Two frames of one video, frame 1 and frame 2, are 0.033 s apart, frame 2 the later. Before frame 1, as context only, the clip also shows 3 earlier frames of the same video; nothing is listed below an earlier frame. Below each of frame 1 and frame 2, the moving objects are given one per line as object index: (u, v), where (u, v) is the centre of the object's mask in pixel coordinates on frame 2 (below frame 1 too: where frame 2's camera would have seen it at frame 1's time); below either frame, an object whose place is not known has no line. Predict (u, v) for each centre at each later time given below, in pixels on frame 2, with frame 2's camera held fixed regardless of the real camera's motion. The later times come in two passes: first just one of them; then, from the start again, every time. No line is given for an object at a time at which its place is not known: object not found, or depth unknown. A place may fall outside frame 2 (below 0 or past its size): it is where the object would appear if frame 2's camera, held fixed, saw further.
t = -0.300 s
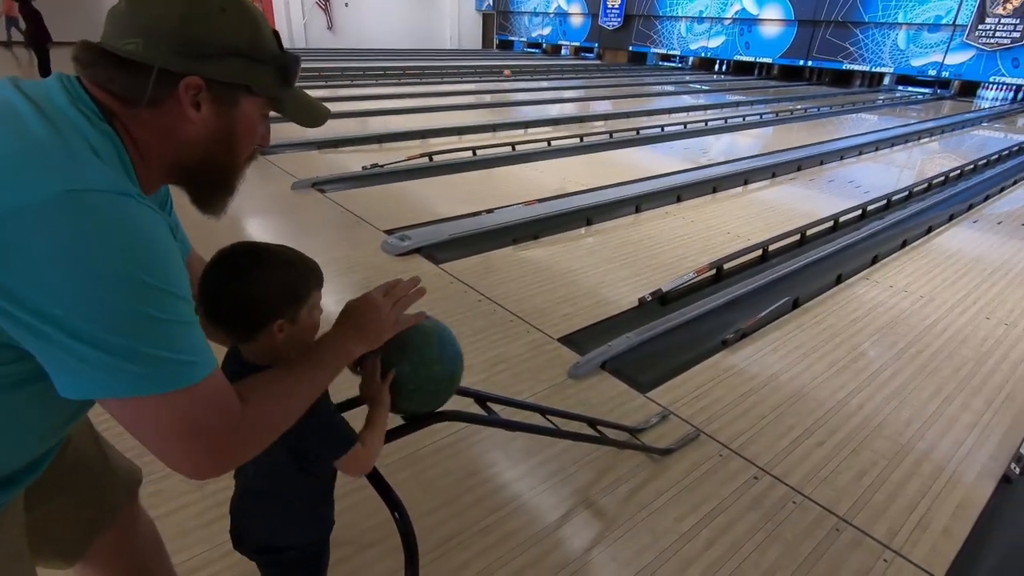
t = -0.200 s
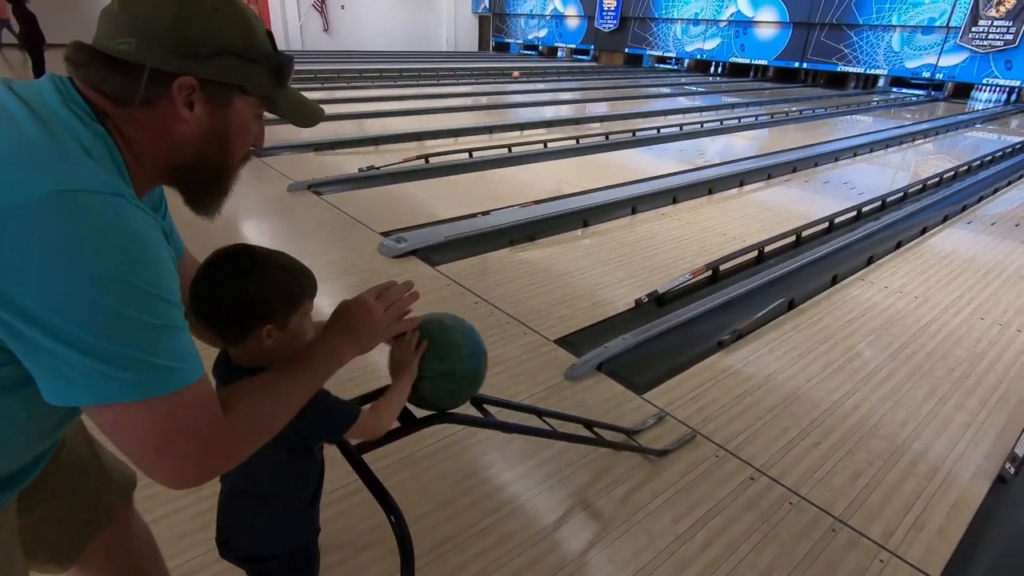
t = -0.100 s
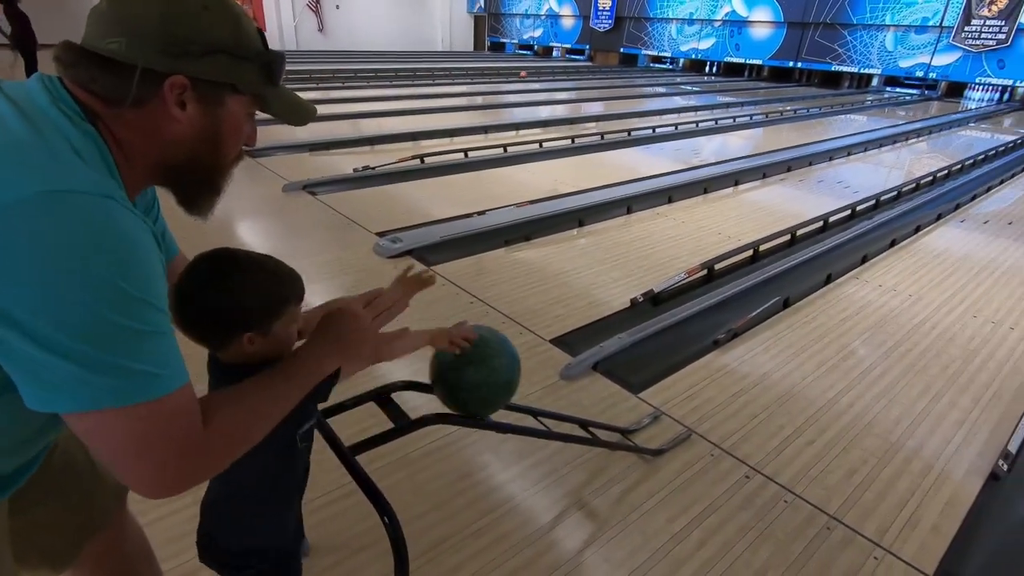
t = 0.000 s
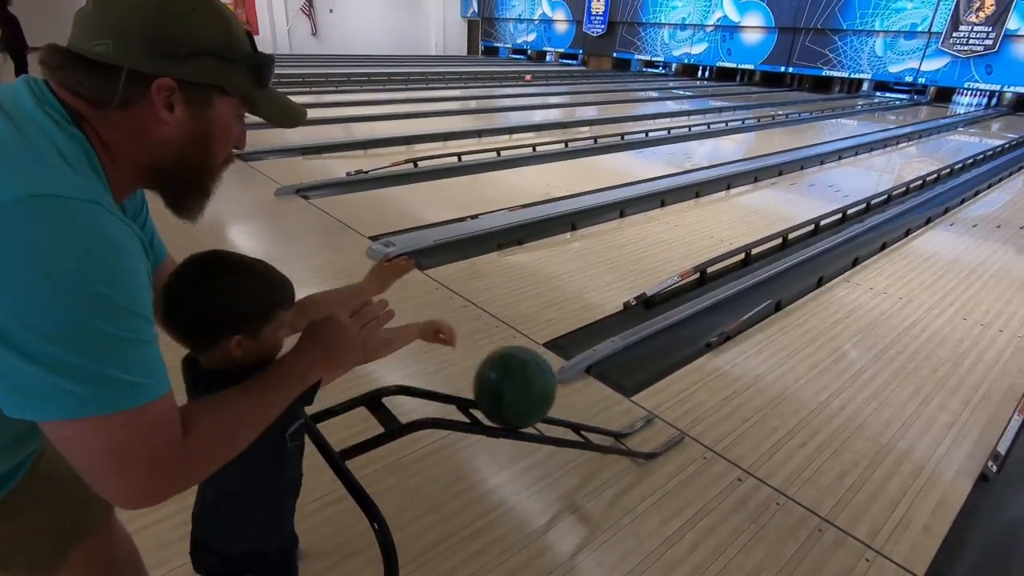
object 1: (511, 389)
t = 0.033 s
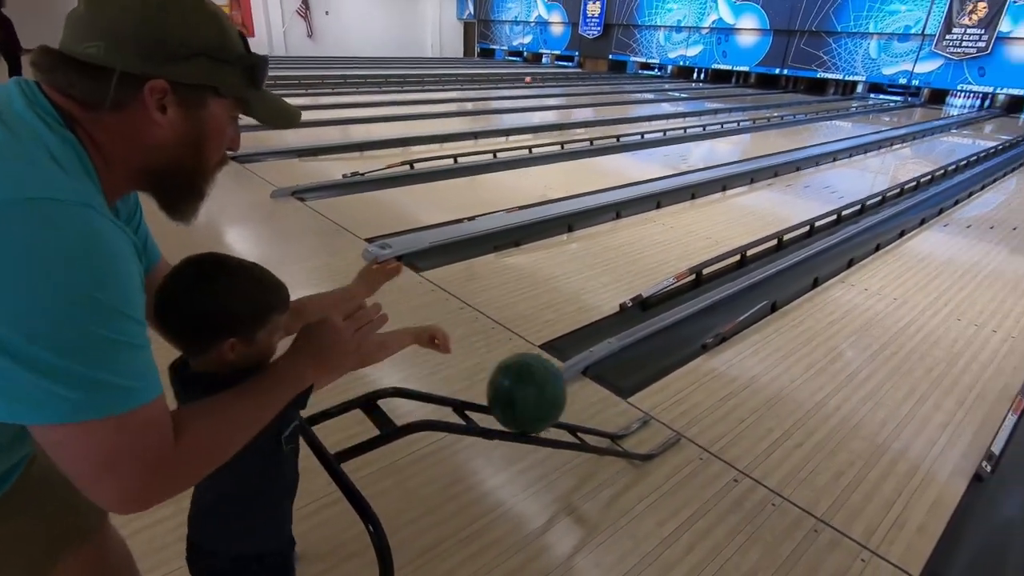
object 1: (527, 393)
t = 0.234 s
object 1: (621, 417)
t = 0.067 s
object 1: (543, 397)
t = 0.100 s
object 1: (559, 401)
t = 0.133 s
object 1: (575, 405)
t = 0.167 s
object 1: (591, 410)
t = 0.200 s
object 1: (606, 413)
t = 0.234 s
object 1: (621, 417)
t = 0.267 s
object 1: (635, 420)
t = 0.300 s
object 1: (650, 417)
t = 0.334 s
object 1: (667, 406)
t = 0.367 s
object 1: (682, 397)
